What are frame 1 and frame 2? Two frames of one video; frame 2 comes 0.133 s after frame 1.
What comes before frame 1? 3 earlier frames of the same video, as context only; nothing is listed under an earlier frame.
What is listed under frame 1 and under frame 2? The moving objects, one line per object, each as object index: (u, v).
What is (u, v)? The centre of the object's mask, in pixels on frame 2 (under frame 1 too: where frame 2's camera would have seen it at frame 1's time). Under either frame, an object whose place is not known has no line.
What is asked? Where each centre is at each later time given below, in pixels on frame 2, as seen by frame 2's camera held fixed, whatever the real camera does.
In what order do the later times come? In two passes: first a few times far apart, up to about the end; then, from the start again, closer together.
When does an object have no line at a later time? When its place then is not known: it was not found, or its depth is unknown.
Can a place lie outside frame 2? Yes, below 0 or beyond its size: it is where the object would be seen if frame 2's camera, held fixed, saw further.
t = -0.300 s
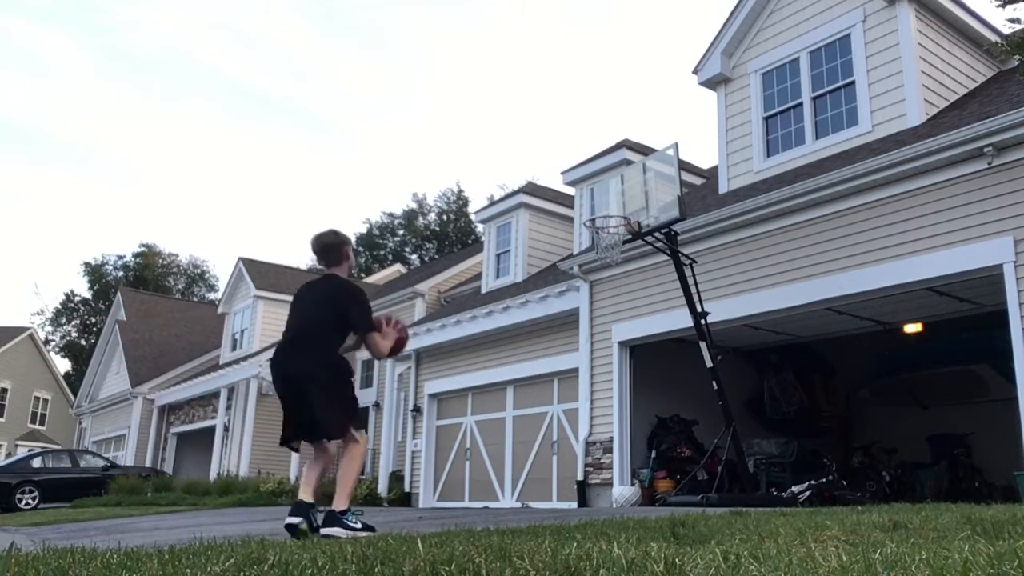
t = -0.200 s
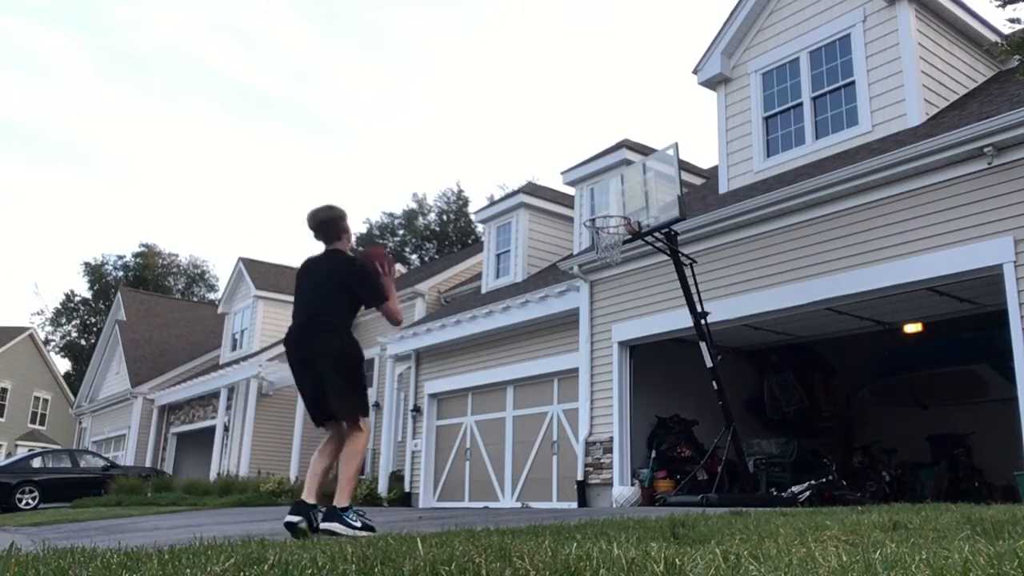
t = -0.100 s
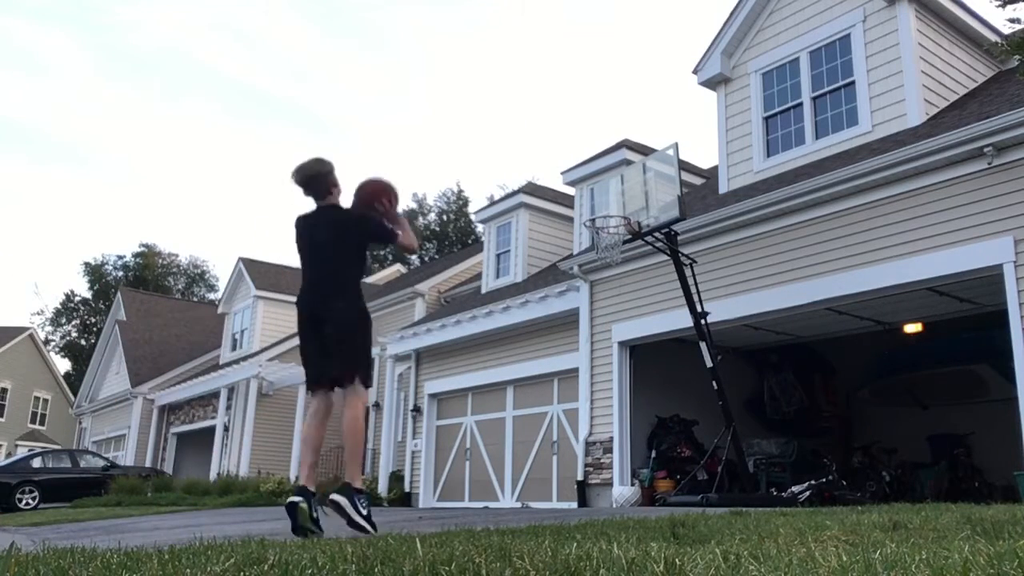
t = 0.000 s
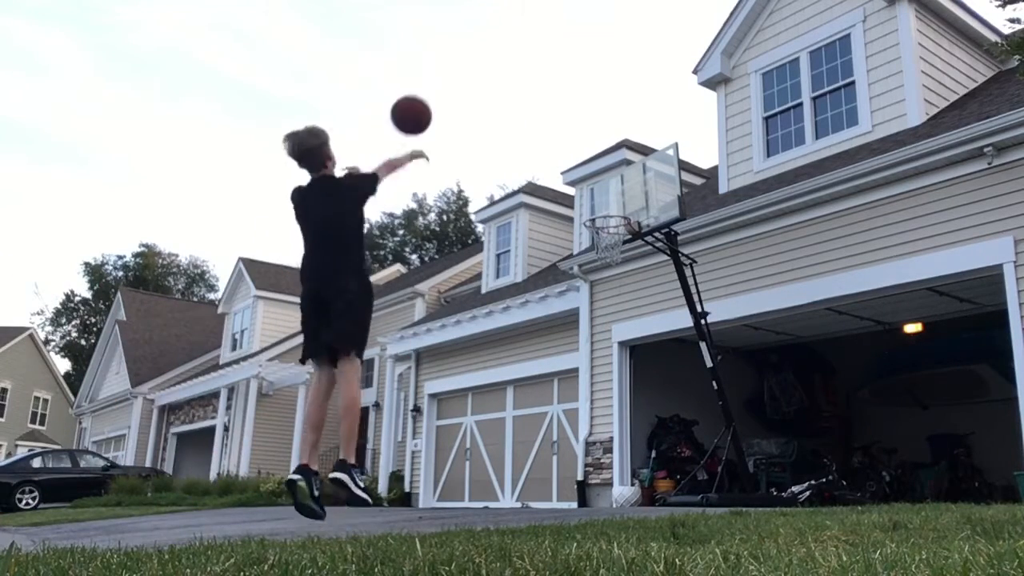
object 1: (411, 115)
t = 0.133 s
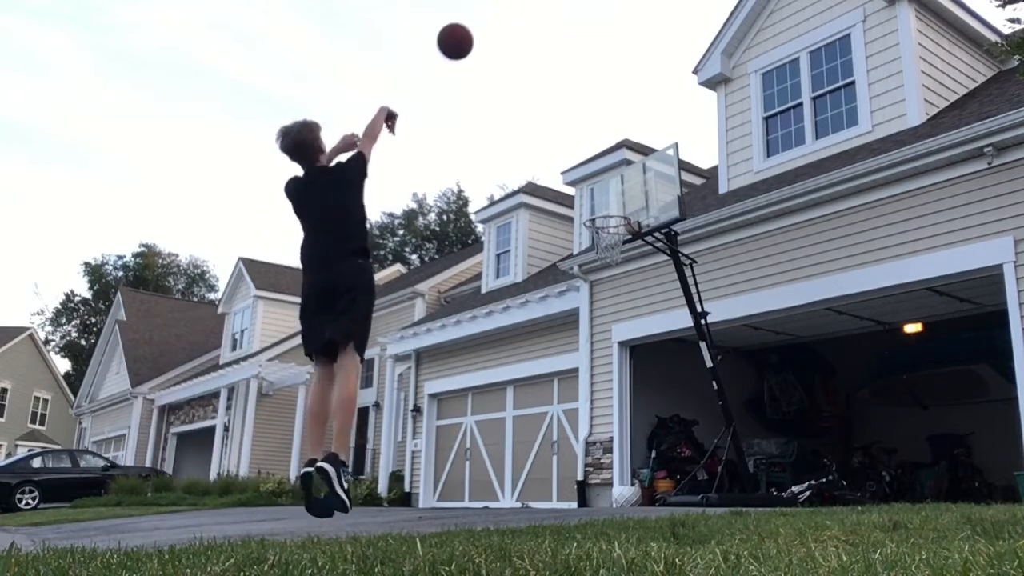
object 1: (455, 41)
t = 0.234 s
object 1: (482, 13)
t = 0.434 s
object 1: (523, 4)
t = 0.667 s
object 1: (558, 24)
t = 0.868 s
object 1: (582, 87)
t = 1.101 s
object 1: (606, 194)
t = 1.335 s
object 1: (617, 279)
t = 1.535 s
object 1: (620, 355)
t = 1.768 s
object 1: (624, 492)
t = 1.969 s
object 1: (606, 414)
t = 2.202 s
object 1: (584, 354)
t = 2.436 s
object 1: (560, 344)
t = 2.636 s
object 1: (538, 376)
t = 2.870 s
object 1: (510, 469)
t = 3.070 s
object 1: (484, 441)
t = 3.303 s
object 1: (451, 395)
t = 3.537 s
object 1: (415, 405)
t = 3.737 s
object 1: (378, 461)
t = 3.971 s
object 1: (333, 461)
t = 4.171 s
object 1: (292, 431)
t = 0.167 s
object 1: (464, 29)
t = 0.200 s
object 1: (473, 18)
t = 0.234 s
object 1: (482, 13)
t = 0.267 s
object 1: (490, 9)
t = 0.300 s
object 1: (497, 7)
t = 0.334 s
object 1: (504, 5)
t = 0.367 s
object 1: (510, 4)
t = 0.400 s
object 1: (517, 3)
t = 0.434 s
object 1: (523, 4)
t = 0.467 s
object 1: (528, 4)
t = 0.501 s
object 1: (534, 5)
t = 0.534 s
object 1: (539, 6)
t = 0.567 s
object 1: (544, 9)
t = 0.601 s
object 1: (549, 12)
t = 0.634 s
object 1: (554, 17)
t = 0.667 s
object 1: (558, 24)
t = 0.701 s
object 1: (562, 33)
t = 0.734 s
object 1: (567, 42)
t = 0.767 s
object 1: (571, 52)
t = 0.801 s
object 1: (575, 63)
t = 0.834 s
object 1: (579, 74)
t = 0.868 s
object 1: (582, 87)
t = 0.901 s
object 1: (586, 100)
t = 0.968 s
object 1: (593, 128)
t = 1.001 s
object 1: (596, 144)
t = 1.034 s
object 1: (600, 161)
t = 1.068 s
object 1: (603, 177)
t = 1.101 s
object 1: (606, 194)
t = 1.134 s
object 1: (609, 213)
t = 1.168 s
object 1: (612, 231)
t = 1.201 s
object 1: (614, 247)
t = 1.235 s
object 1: (615, 255)
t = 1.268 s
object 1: (616, 261)
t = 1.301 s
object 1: (617, 270)
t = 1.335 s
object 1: (617, 279)
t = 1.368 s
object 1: (617, 289)
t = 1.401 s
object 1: (617, 300)
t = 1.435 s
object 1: (618, 312)
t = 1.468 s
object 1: (619, 325)
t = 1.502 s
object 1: (619, 340)
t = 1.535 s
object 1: (620, 355)
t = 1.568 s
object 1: (621, 370)
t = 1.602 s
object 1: (621, 388)
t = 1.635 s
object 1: (621, 406)
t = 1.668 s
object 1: (622, 426)
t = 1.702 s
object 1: (623, 447)
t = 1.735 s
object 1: (624, 469)
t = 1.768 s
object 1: (624, 492)
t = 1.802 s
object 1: (623, 487)
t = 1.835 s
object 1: (619, 470)
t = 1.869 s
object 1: (616, 455)
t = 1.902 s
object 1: (613, 440)
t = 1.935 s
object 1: (610, 426)
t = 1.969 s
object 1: (606, 414)
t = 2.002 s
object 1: (603, 402)
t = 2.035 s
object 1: (600, 391)
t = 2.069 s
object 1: (597, 382)
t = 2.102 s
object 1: (593, 373)
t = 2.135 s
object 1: (590, 366)
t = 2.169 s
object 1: (587, 359)
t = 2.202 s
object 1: (584, 354)
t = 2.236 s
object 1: (580, 349)
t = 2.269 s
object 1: (577, 346)
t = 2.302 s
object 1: (573, 343)
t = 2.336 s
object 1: (570, 342)
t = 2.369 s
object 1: (567, 342)
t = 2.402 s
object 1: (563, 343)
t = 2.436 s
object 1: (560, 344)
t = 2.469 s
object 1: (556, 346)
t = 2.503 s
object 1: (553, 350)
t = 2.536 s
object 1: (549, 355)
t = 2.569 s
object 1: (545, 361)
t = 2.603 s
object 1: (542, 368)
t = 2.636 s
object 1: (538, 376)
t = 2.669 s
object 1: (534, 386)
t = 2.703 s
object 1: (530, 396)
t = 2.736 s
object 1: (526, 408)
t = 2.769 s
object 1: (522, 422)
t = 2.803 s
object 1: (518, 436)
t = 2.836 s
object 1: (514, 452)
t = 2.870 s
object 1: (510, 469)
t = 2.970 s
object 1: (497, 478)
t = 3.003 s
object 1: (493, 465)
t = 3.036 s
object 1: (488, 453)
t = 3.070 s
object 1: (484, 441)
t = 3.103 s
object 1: (479, 431)
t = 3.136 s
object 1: (474, 423)
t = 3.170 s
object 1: (470, 415)
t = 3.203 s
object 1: (465, 408)
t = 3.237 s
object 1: (460, 403)
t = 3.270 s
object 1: (455, 399)
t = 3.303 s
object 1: (451, 395)
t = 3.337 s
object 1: (446, 393)
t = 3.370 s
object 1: (441, 392)
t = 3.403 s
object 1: (436, 393)
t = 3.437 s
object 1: (431, 394)
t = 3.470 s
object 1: (425, 397)
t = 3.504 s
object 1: (420, 400)
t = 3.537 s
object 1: (415, 405)
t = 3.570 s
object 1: (409, 411)
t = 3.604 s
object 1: (403, 419)
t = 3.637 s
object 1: (397, 427)
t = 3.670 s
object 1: (391, 437)
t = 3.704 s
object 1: (384, 449)
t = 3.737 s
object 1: (378, 461)
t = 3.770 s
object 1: (371, 476)
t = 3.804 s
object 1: (364, 493)
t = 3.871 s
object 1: (352, 493)
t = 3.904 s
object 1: (345, 481)
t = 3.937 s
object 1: (339, 471)
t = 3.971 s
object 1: (333, 461)
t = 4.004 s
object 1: (326, 453)
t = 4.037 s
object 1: (320, 447)
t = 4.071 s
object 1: (313, 441)
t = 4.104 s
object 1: (306, 436)
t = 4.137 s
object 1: (299, 433)
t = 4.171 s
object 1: (292, 431)
